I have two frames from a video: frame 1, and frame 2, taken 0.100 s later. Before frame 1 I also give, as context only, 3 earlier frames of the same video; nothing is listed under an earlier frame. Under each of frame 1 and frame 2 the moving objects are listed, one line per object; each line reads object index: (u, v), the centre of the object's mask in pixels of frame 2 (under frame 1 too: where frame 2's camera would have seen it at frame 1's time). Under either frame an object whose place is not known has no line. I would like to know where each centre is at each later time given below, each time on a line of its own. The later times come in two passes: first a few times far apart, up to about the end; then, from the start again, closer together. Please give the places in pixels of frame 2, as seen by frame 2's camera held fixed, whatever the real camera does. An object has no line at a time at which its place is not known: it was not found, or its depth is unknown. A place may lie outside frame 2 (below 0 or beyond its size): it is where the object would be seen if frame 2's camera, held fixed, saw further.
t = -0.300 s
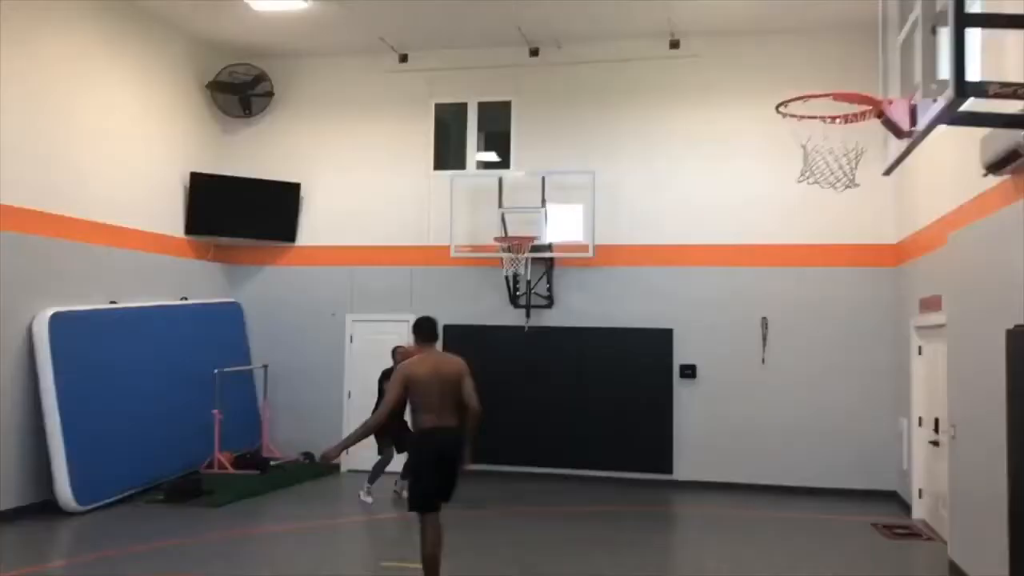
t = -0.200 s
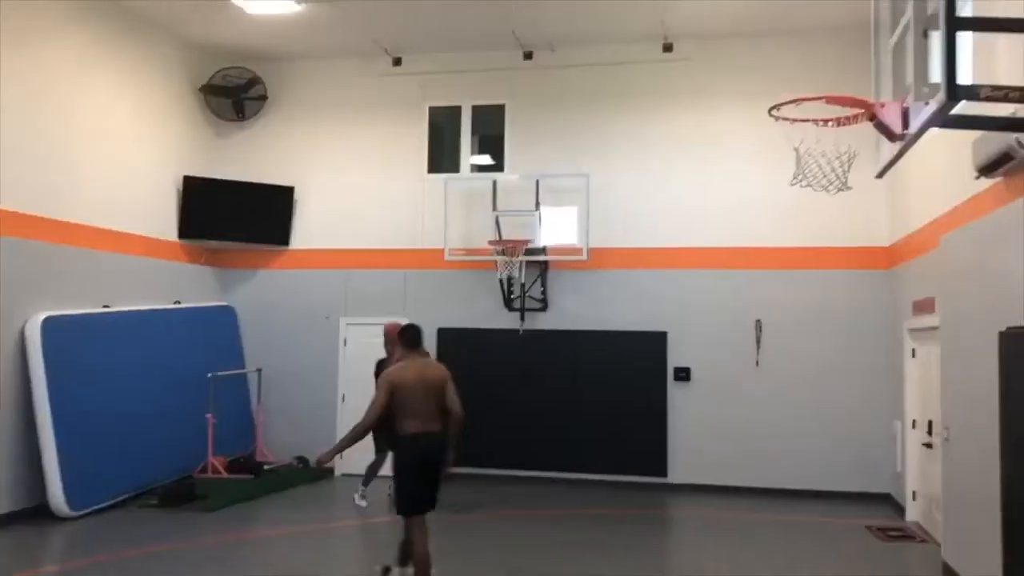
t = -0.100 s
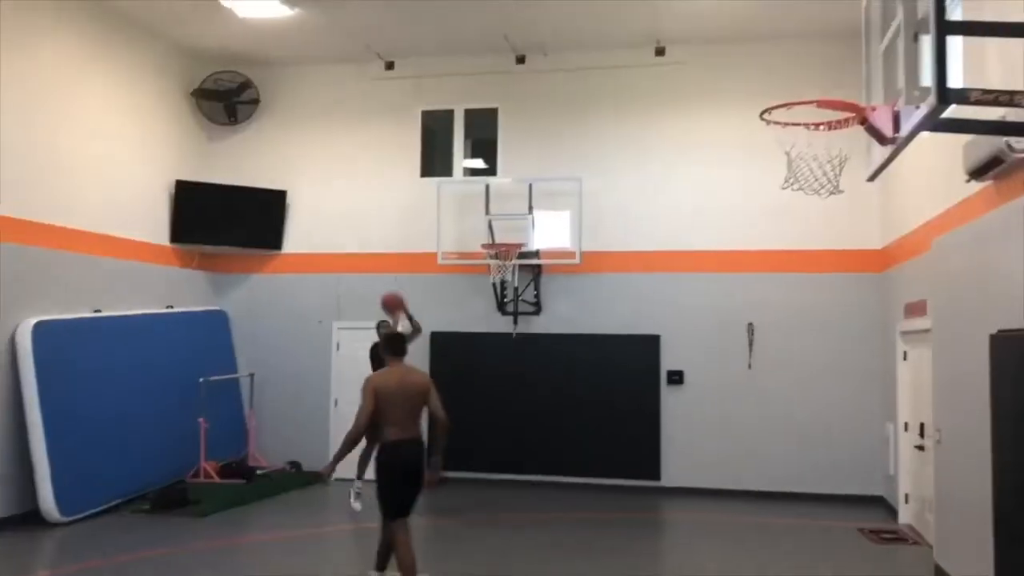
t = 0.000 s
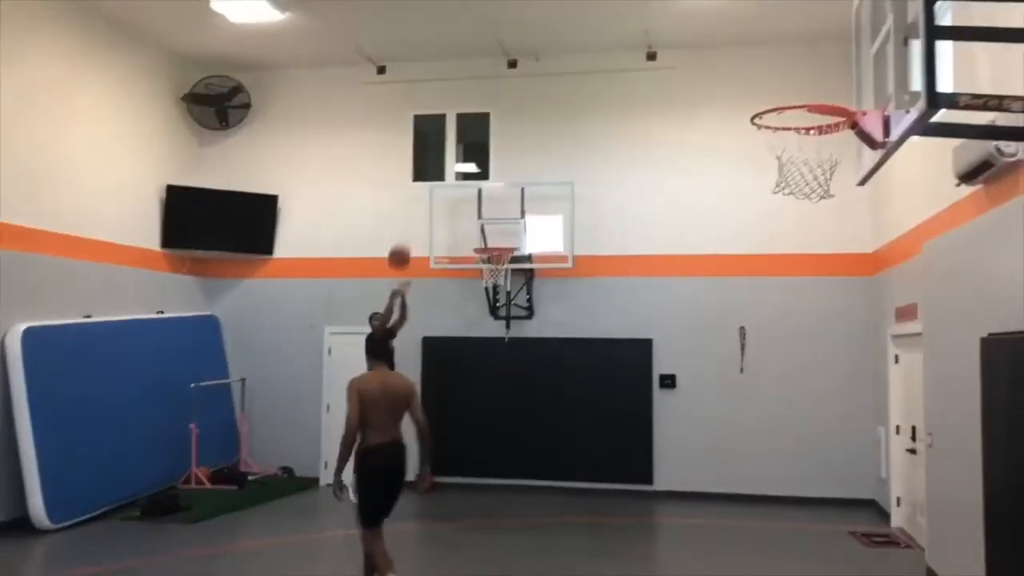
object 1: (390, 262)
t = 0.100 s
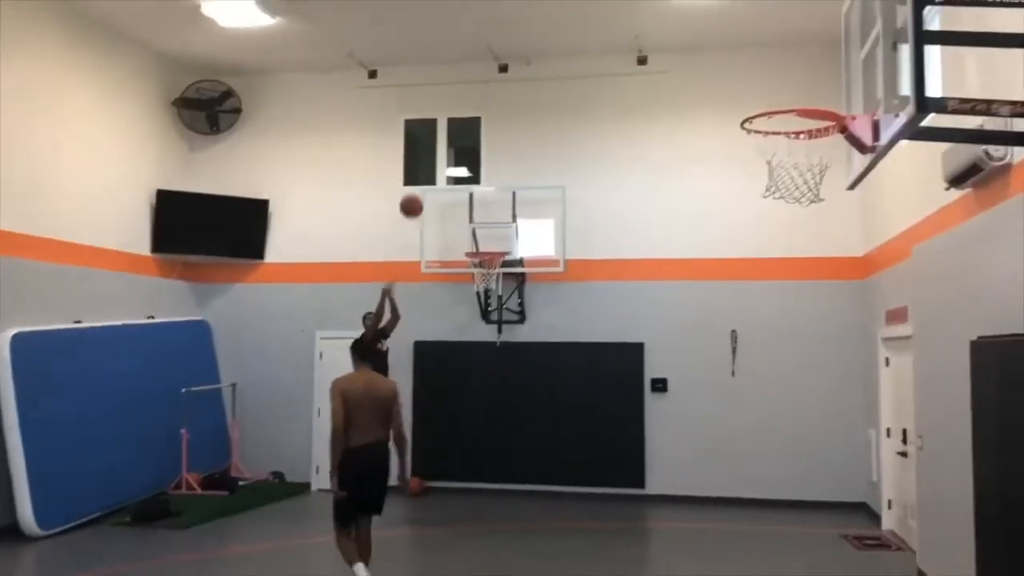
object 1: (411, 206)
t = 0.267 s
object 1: (449, 130)
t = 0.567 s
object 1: (536, 33)
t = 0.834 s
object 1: (647, 23)
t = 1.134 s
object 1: (808, 171)
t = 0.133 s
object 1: (418, 190)
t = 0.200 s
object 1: (432, 158)
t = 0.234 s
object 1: (441, 144)
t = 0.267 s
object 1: (449, 130)
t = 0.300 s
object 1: (456, 116)
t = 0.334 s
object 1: (464, 103)
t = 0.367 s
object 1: (473, 91)
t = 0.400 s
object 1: (482, 80)
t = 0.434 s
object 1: (493, 68)
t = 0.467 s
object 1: (501, 59)
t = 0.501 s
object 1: (512, 49)
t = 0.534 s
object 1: (525, 40)
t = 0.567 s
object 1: (536, 33)
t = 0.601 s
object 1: (548, 27)
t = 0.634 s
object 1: (561, 21)
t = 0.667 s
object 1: (573, 18)
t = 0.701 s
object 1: (586, 16)
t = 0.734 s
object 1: (601, 15)
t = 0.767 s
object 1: (615, 16)
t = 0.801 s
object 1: (631, 18)
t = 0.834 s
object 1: (647, 23)
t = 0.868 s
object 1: (664, 28)
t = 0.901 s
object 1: (684, 36)
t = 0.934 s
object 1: (706, 46)
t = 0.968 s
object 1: (727, 59)
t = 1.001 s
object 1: (748, 75)
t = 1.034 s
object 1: (776, 90)
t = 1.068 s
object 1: (787, 121)
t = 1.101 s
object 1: (806, 145)
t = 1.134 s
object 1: (808, 171)
